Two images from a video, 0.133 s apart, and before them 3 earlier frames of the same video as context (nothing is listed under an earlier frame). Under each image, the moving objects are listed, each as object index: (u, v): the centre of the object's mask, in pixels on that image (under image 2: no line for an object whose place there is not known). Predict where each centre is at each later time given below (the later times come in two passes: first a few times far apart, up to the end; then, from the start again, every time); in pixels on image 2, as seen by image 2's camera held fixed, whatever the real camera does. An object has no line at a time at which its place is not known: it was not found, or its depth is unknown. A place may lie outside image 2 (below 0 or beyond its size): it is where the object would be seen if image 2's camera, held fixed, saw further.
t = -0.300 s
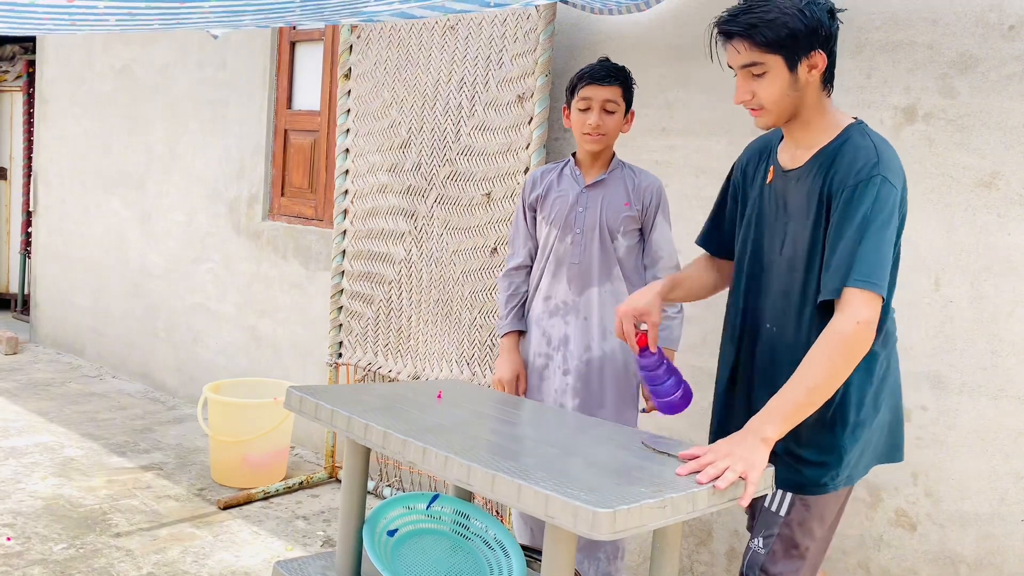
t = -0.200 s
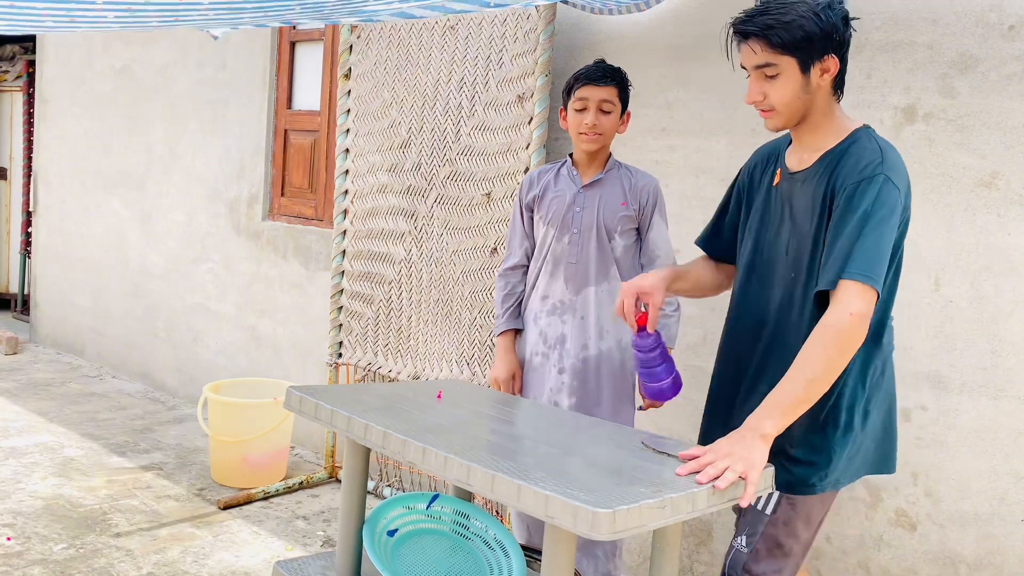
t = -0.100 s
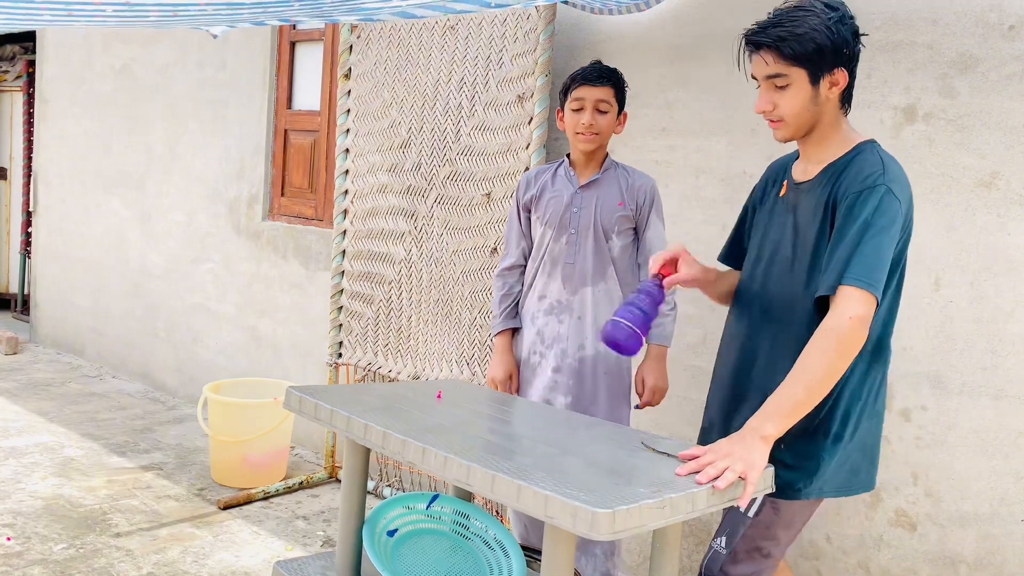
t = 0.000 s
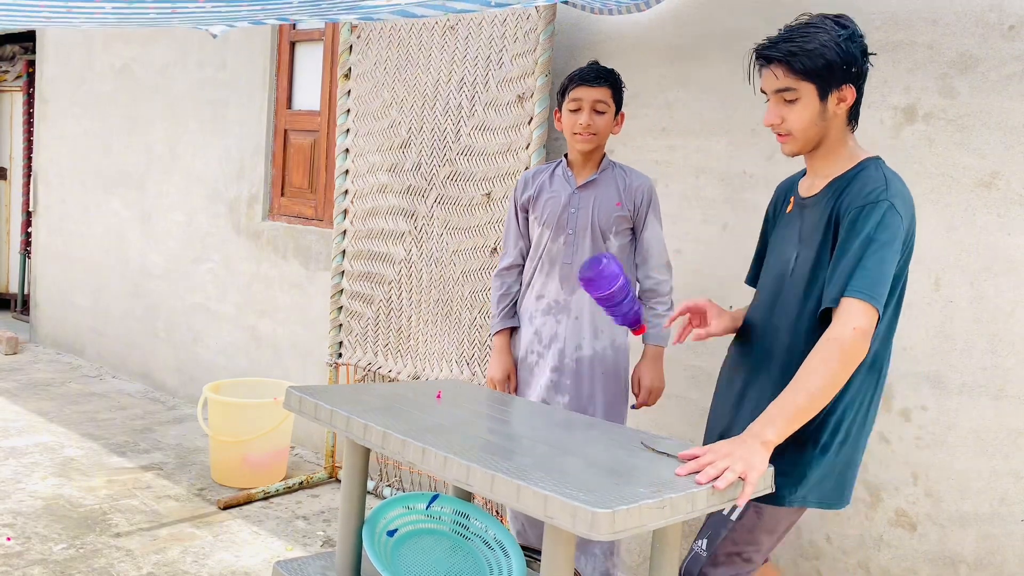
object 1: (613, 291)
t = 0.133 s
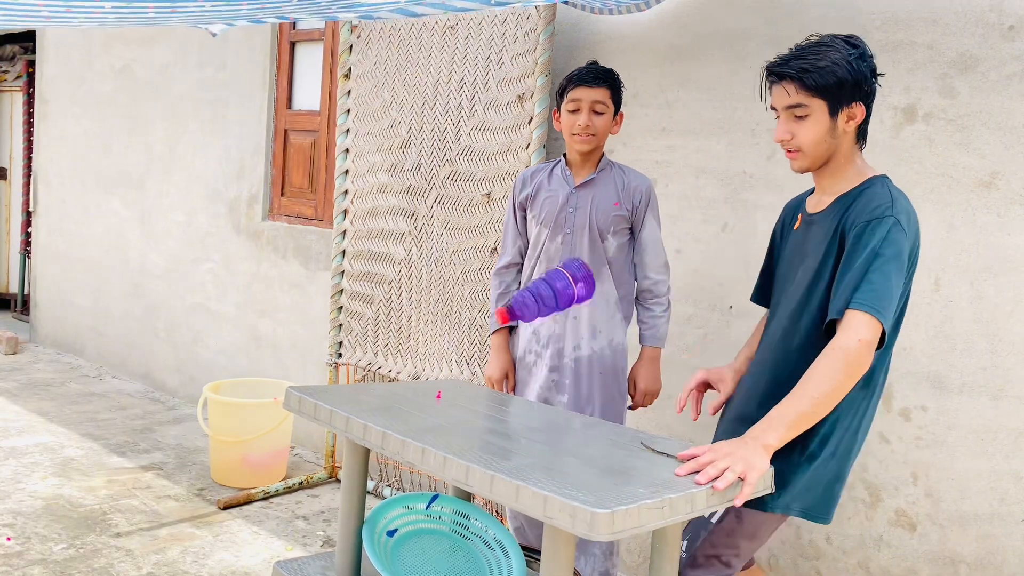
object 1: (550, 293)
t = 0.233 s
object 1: (519, 343)
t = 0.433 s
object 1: (484, 400)
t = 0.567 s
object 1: (465, 420)
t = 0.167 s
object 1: (539, 302)
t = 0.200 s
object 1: (528, 318)
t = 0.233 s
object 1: (519, 343)
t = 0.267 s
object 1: (510, 376)
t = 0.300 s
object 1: (508, 394)
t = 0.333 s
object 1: (503, 383)
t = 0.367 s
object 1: (498, 384)
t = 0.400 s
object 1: (493, 390)
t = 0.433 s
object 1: (484, 400)
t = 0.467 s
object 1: (476, 409)
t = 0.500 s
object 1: (472, 419)
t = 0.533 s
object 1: (468, 419)
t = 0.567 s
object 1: (465, 420)
